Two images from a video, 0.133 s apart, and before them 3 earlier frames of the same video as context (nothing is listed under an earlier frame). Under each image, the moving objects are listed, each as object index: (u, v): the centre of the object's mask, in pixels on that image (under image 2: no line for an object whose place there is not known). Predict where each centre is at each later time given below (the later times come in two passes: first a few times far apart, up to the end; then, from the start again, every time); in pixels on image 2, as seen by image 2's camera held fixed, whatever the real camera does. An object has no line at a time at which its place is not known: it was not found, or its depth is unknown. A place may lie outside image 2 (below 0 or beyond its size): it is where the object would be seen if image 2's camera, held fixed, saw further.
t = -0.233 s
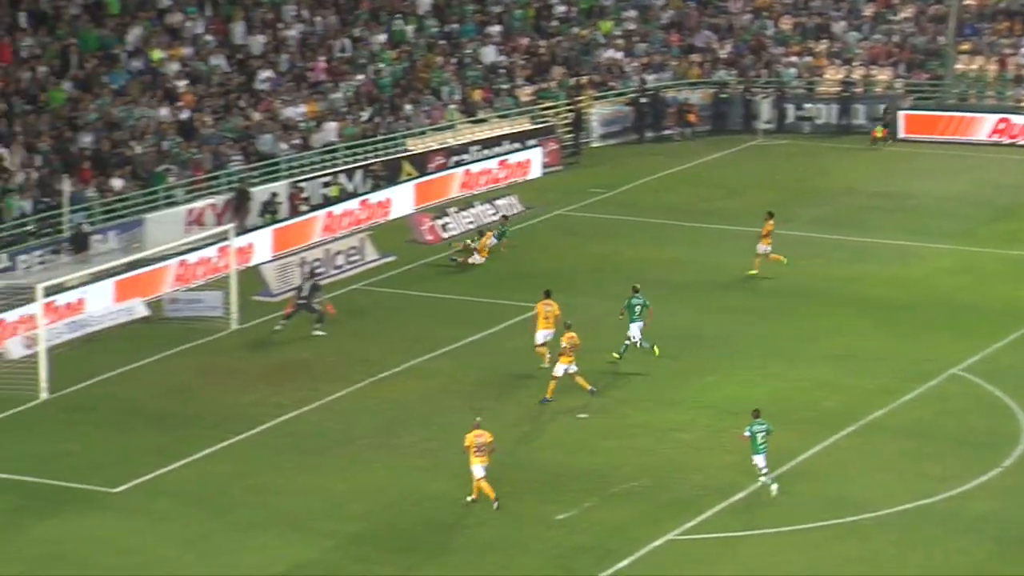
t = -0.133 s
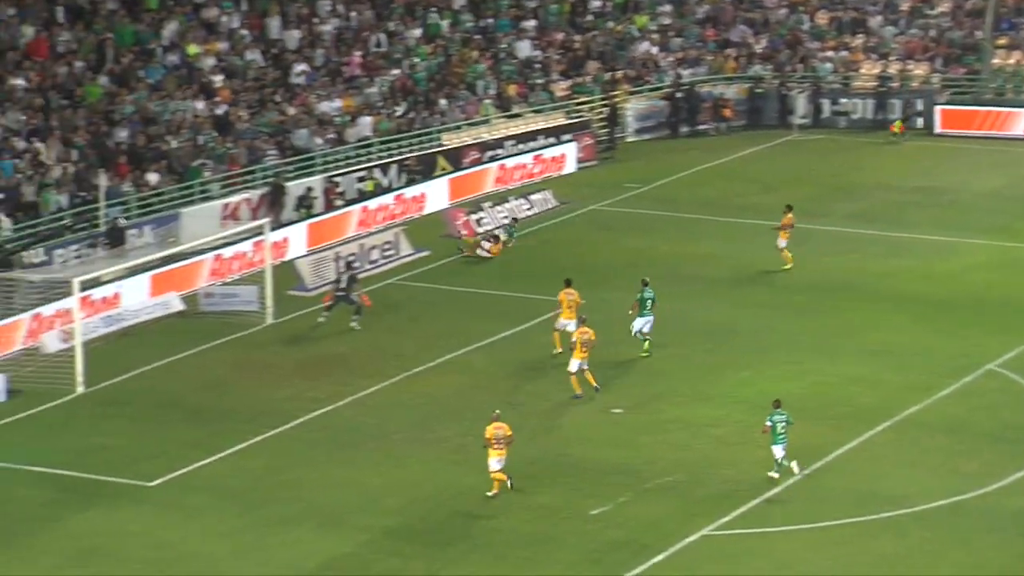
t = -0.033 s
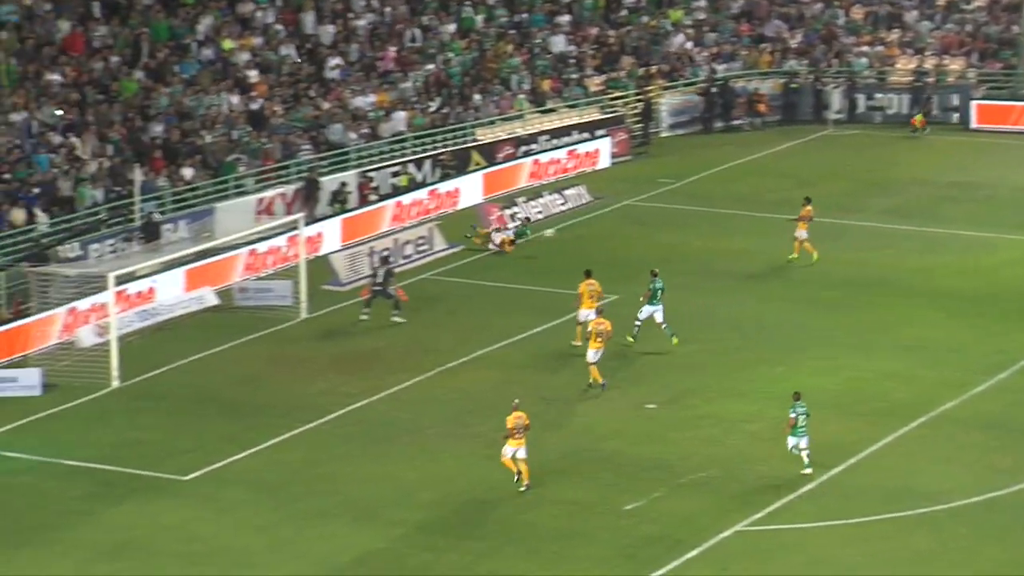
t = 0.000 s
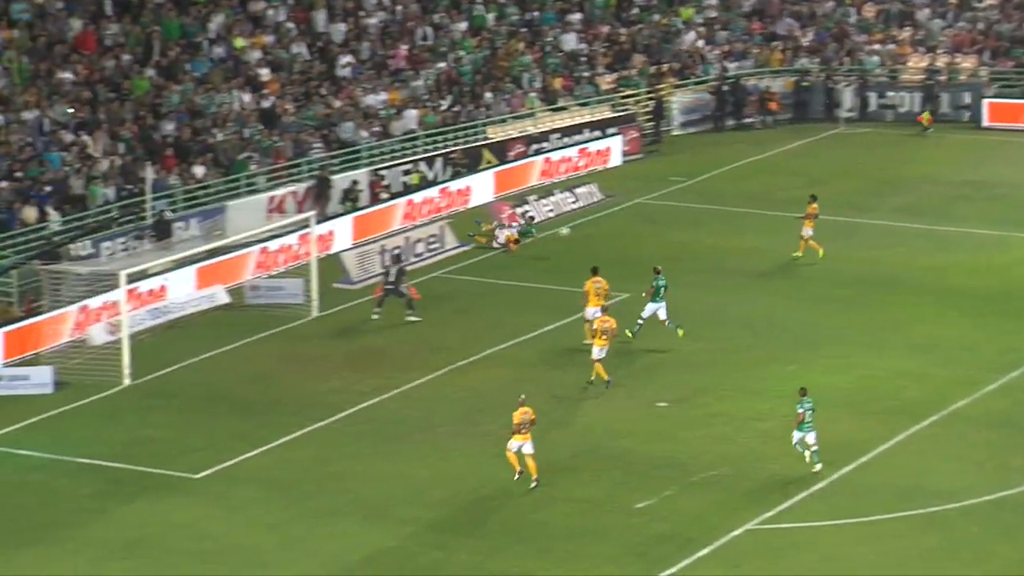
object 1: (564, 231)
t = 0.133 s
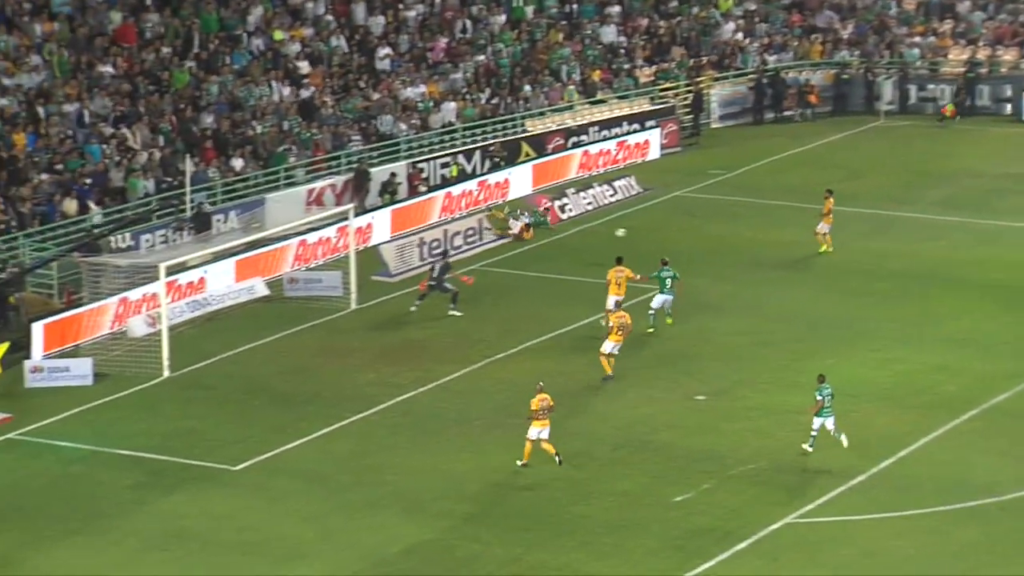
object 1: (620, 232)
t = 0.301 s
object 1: (645, 251)
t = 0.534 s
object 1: (678, 279)
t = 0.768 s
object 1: (704, 283)
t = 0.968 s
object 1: (727, 305)
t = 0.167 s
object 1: (625, 235)
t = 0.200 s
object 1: (631, 238)
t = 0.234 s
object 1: (635, 242)
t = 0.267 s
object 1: (640, 246)
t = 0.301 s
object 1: (645, 251)
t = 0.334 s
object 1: (650, 255)
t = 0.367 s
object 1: (655, 261)
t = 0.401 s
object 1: (660, 267)
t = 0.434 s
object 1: (665, 273)
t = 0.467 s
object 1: (670, 280)
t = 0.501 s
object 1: (674, 281)
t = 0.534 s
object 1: (678, 279)
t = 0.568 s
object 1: (682, 278)
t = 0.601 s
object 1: (686, 277)
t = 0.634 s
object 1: (689, 278)
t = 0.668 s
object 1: (693, 278)
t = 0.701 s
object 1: (697, 279)
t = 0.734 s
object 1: (701, 281)
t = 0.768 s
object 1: (704, 283)
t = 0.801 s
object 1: (708, 285)
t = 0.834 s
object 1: (712, 288)
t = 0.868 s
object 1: (716, 291)
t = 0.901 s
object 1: (719, 295)
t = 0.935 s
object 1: (723, 300)
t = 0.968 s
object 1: (727, 305)
